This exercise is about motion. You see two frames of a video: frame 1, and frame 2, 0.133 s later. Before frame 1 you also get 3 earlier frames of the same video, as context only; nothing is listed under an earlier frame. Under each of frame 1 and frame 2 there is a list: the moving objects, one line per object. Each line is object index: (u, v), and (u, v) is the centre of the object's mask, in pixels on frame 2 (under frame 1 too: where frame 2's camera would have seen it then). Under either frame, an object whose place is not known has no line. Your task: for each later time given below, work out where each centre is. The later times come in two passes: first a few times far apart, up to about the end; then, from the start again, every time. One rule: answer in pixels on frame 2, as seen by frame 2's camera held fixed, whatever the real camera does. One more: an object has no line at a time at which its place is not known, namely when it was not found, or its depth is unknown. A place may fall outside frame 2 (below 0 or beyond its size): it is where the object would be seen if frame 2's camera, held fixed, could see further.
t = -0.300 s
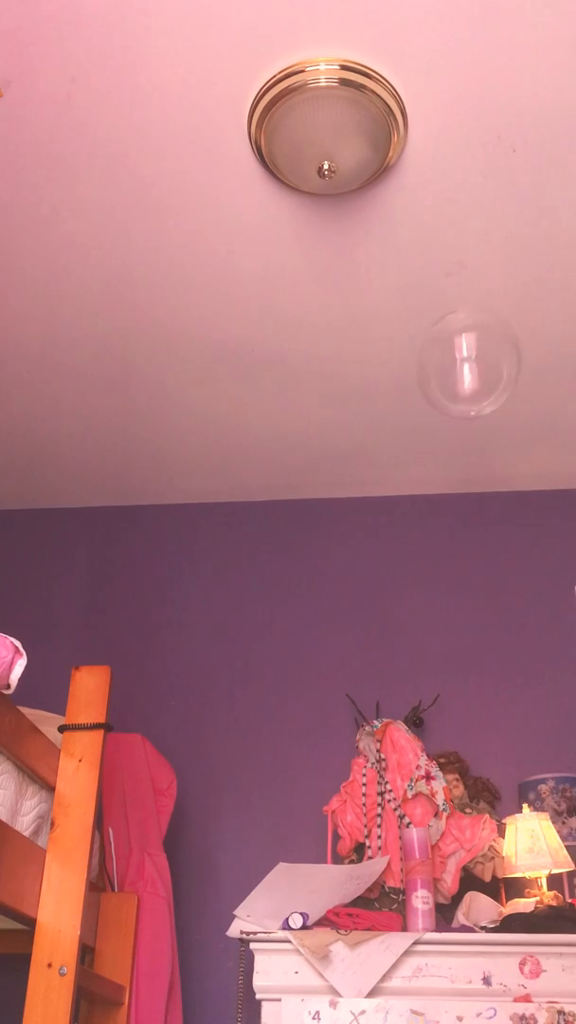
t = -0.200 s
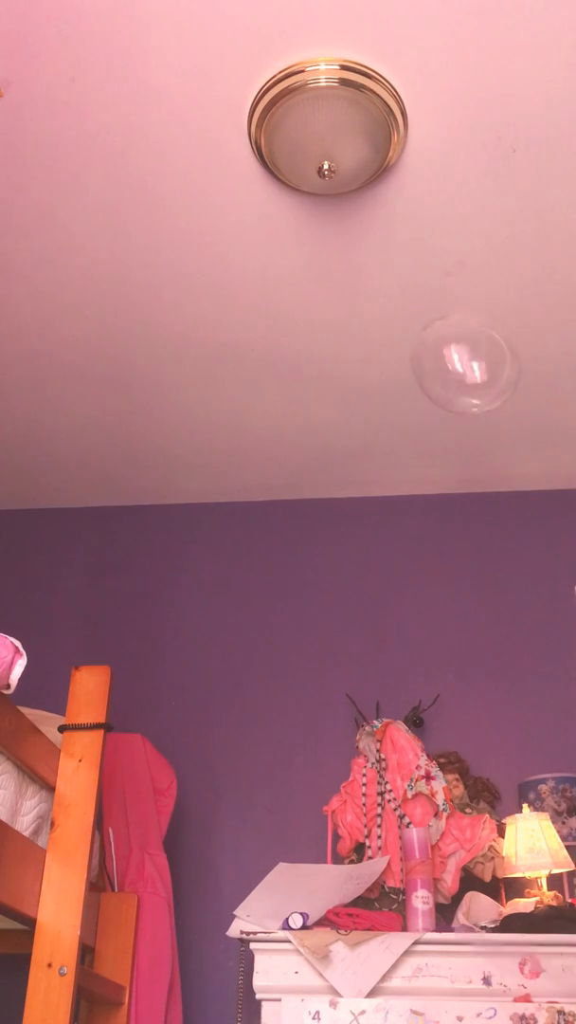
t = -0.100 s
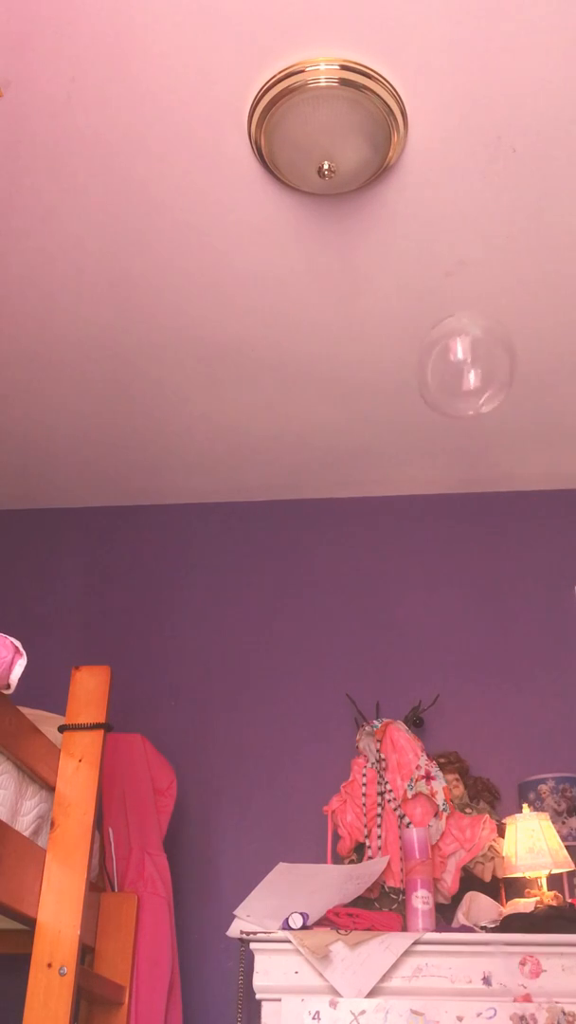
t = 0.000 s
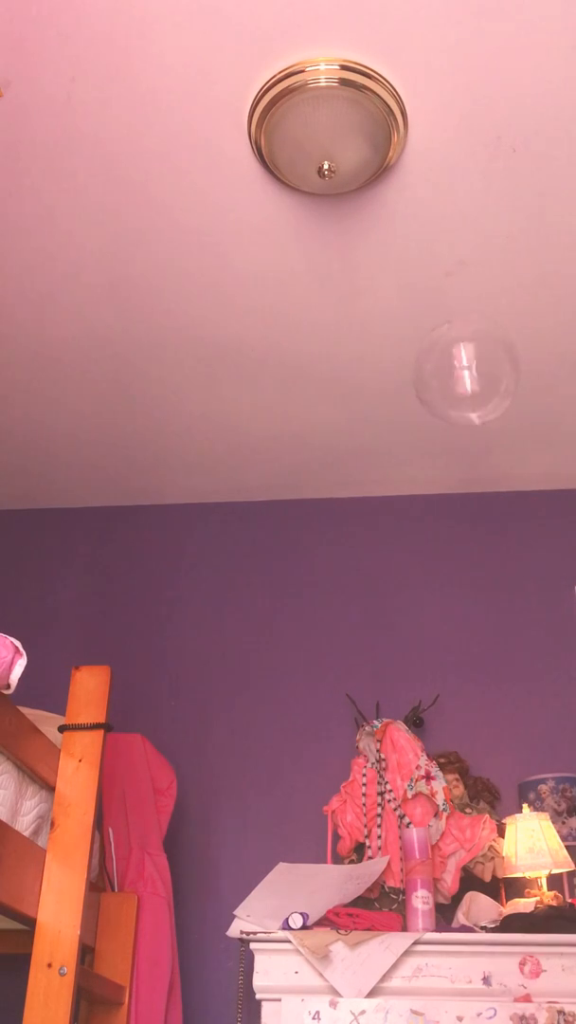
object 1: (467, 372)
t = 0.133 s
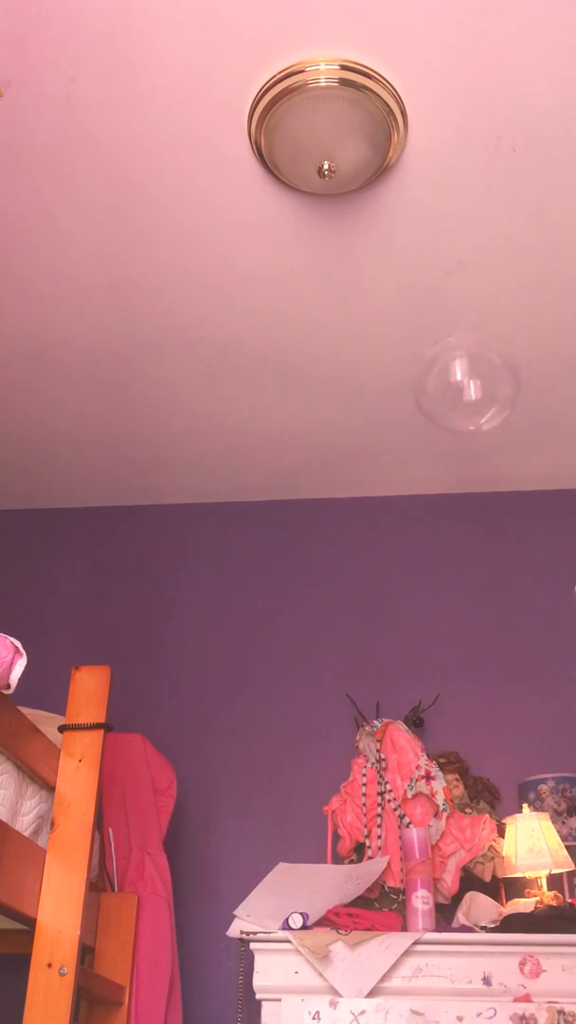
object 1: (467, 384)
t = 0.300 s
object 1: (469, 403)
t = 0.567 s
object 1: (478, 433)
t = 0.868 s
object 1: (492, 483)
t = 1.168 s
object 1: (512, 541)
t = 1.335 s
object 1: (520, 575)
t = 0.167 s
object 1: (467, 386)
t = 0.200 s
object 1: (467, 389)
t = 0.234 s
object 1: (468, 392)
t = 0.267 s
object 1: (468, 397)
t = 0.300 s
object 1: (469, 403)
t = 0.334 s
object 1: (469, 405)
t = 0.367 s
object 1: (470, 409)
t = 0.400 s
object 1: (471, 412)
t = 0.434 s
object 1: (473, 416)
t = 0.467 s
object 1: (474, 420)
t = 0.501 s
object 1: (476, 423)
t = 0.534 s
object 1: (478, 429)
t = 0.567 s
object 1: (478, 433)
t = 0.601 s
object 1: (479, 438)
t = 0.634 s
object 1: (481, 442)
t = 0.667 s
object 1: (483, 448)
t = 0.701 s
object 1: (485, 454)
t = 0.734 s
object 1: (486, 459)
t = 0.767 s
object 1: (488, 465)
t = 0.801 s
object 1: (490, 471)
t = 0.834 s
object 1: (492, 476)
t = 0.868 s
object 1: (492, 483)
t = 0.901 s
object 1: (494, 488)
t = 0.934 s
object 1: (496, 494)
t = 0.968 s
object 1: (499, 501)
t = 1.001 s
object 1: (501, 507)
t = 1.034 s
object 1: (502, 514)
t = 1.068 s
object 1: (505, 521)
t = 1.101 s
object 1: (507, 528)
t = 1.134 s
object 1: (510, 535)
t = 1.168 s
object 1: (512, 541)
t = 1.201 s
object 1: (514, 547)
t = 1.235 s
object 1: (516, 555)
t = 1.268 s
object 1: (519, 562)
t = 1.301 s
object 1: (520, 569)
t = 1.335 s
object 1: (520, 575)
